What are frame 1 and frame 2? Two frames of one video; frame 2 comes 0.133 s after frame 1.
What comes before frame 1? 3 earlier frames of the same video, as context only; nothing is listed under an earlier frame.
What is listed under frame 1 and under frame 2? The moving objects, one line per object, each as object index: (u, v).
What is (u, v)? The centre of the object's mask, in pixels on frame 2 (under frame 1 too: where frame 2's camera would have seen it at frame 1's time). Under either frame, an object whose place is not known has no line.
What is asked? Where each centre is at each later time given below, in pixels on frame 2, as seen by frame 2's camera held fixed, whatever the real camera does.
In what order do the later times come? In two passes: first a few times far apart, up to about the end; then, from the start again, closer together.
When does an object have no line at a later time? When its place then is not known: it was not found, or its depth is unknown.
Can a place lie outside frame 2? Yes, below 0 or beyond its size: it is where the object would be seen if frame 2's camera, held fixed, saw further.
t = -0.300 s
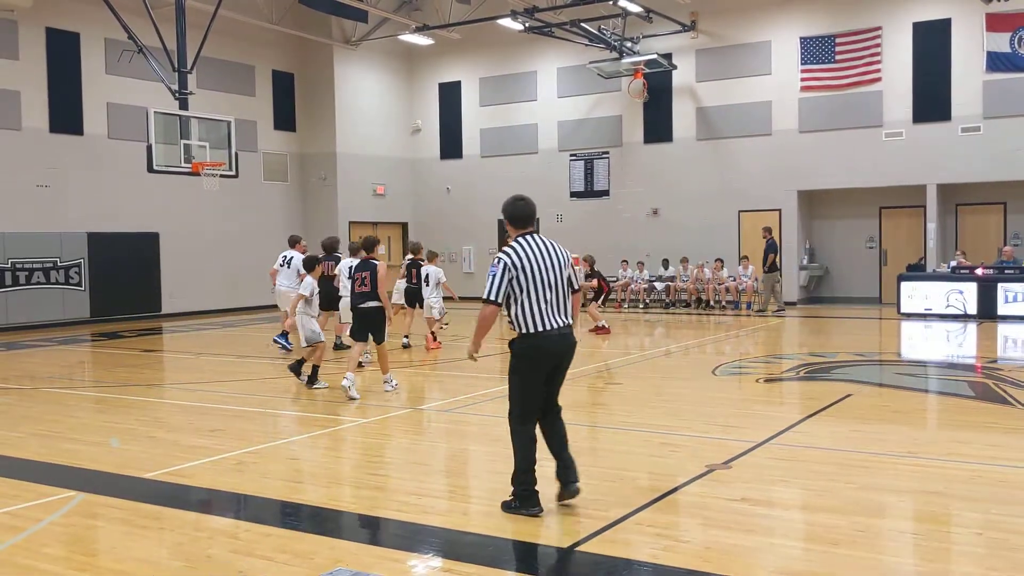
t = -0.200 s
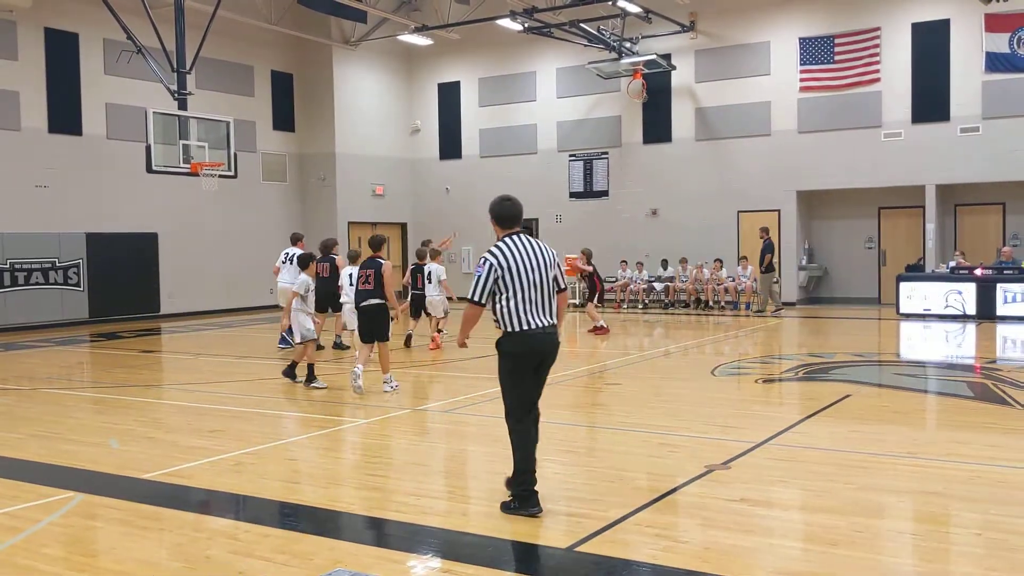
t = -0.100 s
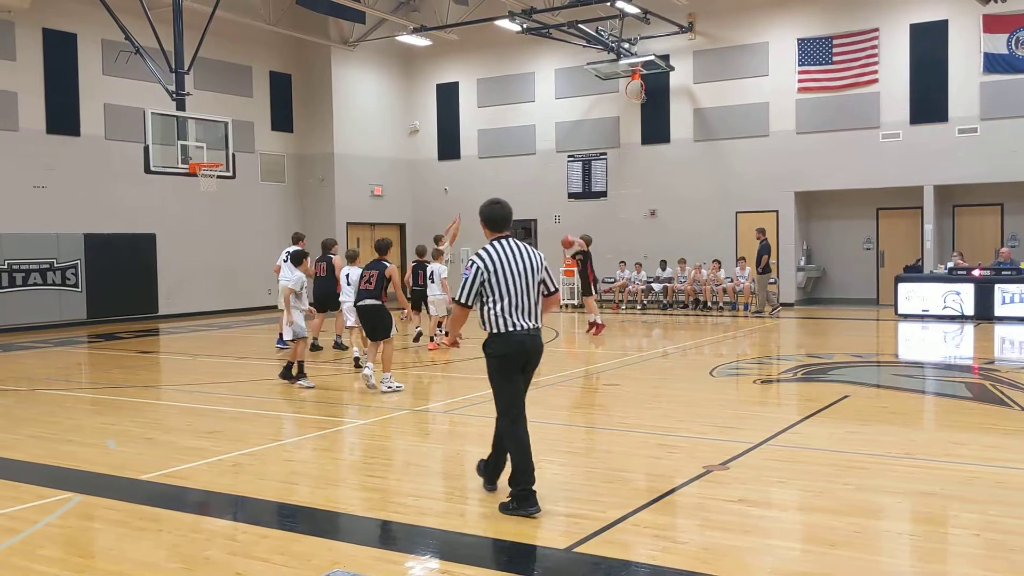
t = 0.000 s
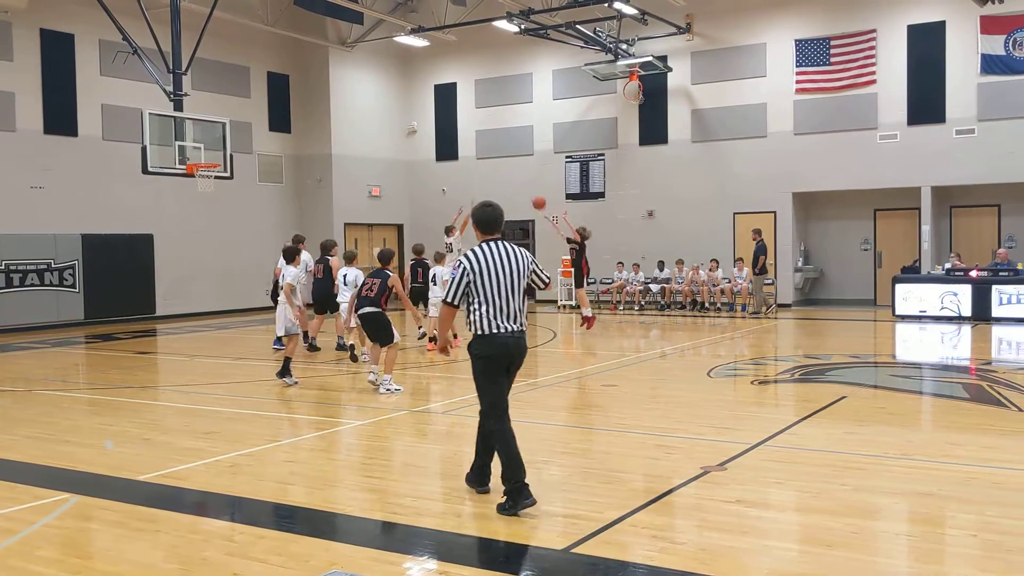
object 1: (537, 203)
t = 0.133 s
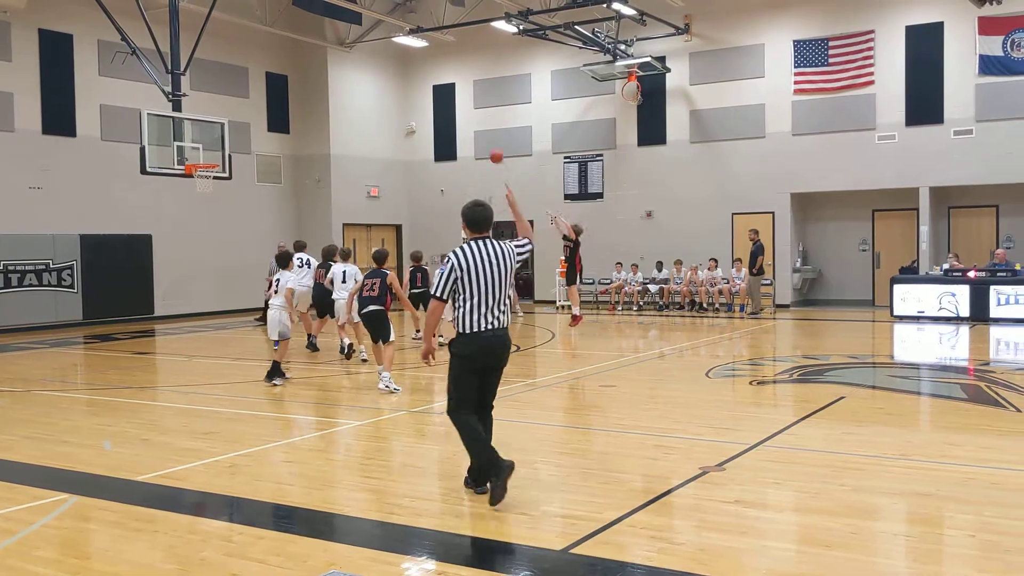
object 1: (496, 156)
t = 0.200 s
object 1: (477, 137)
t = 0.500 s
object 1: (386, 82)
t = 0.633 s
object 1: (348, 74)
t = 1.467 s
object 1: (181, 119)
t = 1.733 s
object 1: (193, 115)
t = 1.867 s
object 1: (199, 129)
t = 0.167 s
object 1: (486, 147)
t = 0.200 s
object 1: (477, 137)
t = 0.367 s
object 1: (426, 100)
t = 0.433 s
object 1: (406, 90)
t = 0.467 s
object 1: (396, 86)
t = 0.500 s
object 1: (386, 82)
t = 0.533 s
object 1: (377, 79)
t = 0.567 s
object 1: (367, 77)
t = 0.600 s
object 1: (357, 75)
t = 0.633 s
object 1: (348, 74)
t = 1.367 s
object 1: (177, 130)
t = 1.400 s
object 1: (179, 127)
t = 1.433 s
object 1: (180, 122)
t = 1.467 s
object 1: (181, 119)
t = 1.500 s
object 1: (182, 117)
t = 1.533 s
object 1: (184, 115)
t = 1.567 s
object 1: (185, 113)
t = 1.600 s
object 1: (187, 112)
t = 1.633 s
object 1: (188, 112)
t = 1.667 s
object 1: (190, 112)
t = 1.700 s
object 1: (191, 113)
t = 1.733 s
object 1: (193, 115)
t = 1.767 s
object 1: (195, 118)
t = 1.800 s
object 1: (196, 121)
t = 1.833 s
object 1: (197, 125)
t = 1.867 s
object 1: (199, 129)
